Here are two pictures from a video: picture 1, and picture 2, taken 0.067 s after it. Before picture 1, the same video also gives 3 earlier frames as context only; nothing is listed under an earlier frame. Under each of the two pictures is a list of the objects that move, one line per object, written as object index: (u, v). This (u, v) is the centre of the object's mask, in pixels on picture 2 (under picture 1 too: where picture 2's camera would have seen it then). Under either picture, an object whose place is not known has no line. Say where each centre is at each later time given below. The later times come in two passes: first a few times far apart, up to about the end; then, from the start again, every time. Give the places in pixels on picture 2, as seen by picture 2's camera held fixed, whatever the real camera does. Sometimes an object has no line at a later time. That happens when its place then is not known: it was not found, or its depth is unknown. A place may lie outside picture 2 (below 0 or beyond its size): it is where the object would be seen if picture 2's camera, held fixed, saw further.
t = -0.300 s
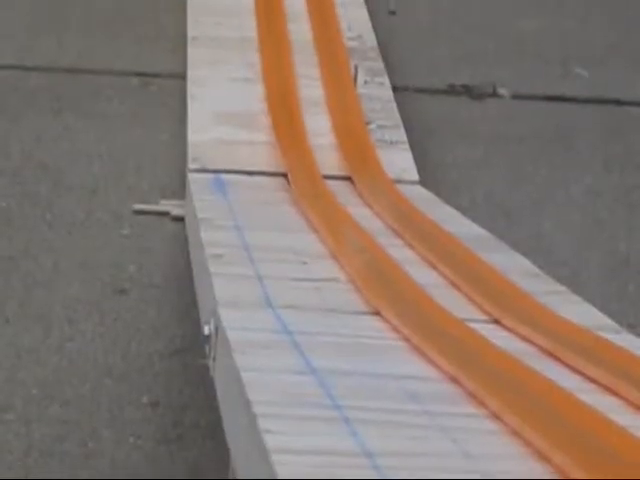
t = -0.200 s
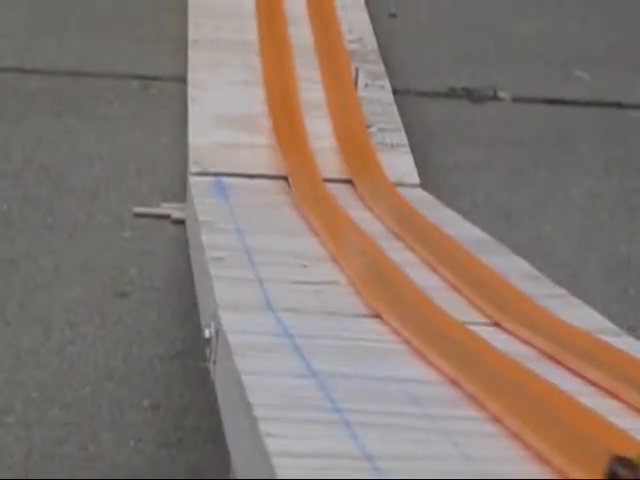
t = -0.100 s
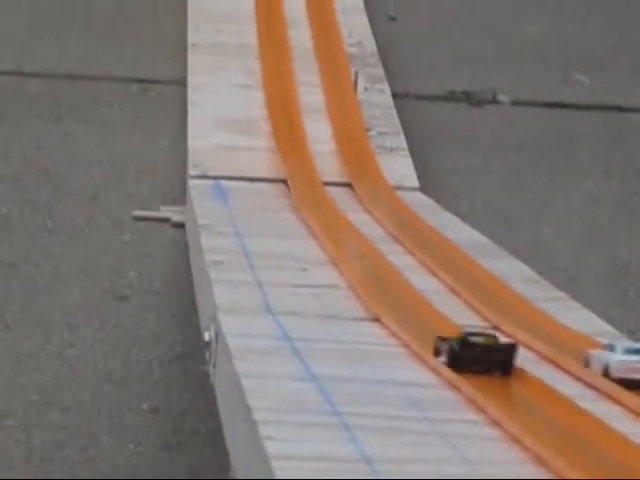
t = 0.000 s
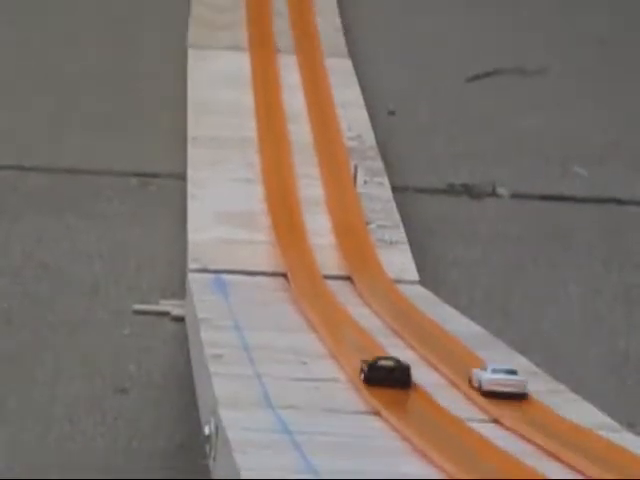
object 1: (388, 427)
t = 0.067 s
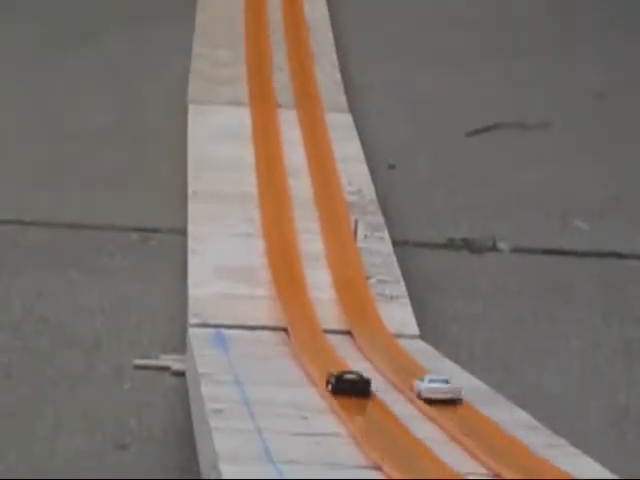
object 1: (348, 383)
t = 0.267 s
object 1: (284, 253)
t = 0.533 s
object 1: (257, 53)
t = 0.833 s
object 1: (255, -73)
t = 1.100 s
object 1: (252, -140)
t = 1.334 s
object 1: (253, -184)
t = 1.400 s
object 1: (253, -196)
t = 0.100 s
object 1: (332, 366)
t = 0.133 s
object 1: (317, 348)
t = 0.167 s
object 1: (305, 331)
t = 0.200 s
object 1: (298, 308)
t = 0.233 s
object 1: (291, 285)
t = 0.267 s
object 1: (284, 253)
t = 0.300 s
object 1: (277, 220)
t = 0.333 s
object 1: (272, 189)
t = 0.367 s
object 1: (268, 161)
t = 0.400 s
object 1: (265, 134)
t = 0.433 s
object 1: (263, 111)
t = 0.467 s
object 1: (261, 90)
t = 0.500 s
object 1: (259, 72)
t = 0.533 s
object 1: (257, 53)
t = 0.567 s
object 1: (256, 35)
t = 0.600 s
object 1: (256, 19)
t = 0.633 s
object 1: (257, 3)
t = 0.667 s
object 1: (256, -12)
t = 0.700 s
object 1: (255, -27)
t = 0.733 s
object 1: (254, -40)
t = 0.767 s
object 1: (254, -52)
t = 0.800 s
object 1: (254, -63)
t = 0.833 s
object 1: (255, -73)
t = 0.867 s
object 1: (254, -82)
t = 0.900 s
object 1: (253, -92)
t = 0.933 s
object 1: (253, -101)
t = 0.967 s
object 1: (253, -109)
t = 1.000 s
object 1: (253, -117)
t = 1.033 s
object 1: (253, -126)
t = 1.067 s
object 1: (253, -133)
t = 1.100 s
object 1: (252, -140)
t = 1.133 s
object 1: (253, -147)
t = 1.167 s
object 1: (253, -154)
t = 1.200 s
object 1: (253, -160)
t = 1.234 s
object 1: (252, -167)
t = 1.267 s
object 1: (253, -173)
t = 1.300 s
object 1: (253, -179)
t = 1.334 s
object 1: (253, -184)
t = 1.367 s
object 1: (252, -191)
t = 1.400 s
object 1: (253, -196)
